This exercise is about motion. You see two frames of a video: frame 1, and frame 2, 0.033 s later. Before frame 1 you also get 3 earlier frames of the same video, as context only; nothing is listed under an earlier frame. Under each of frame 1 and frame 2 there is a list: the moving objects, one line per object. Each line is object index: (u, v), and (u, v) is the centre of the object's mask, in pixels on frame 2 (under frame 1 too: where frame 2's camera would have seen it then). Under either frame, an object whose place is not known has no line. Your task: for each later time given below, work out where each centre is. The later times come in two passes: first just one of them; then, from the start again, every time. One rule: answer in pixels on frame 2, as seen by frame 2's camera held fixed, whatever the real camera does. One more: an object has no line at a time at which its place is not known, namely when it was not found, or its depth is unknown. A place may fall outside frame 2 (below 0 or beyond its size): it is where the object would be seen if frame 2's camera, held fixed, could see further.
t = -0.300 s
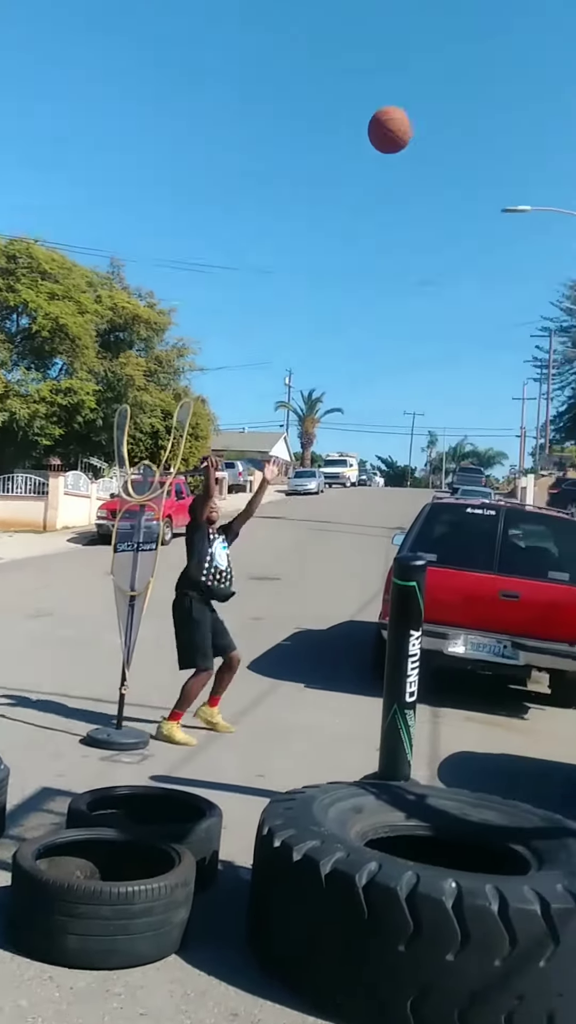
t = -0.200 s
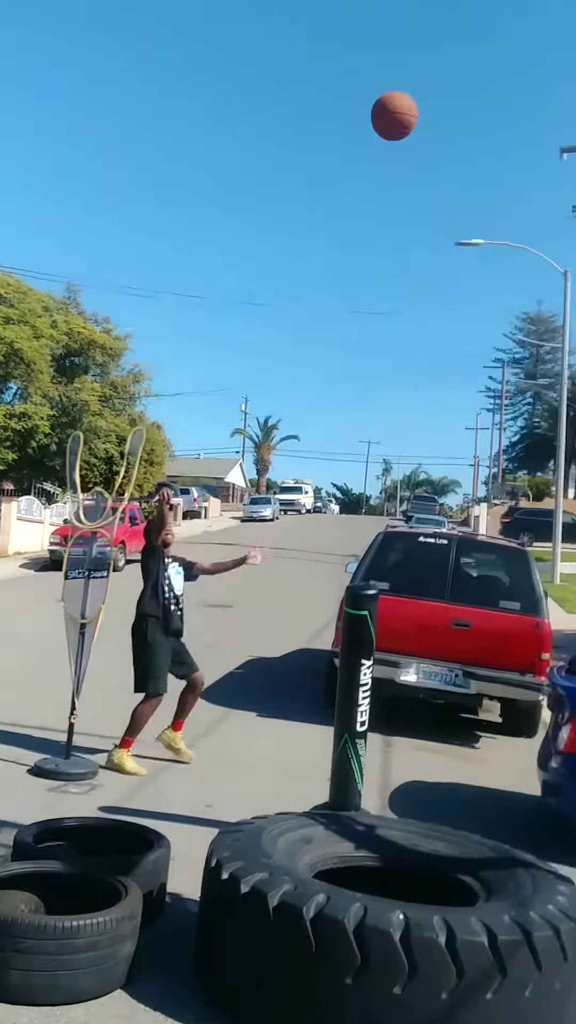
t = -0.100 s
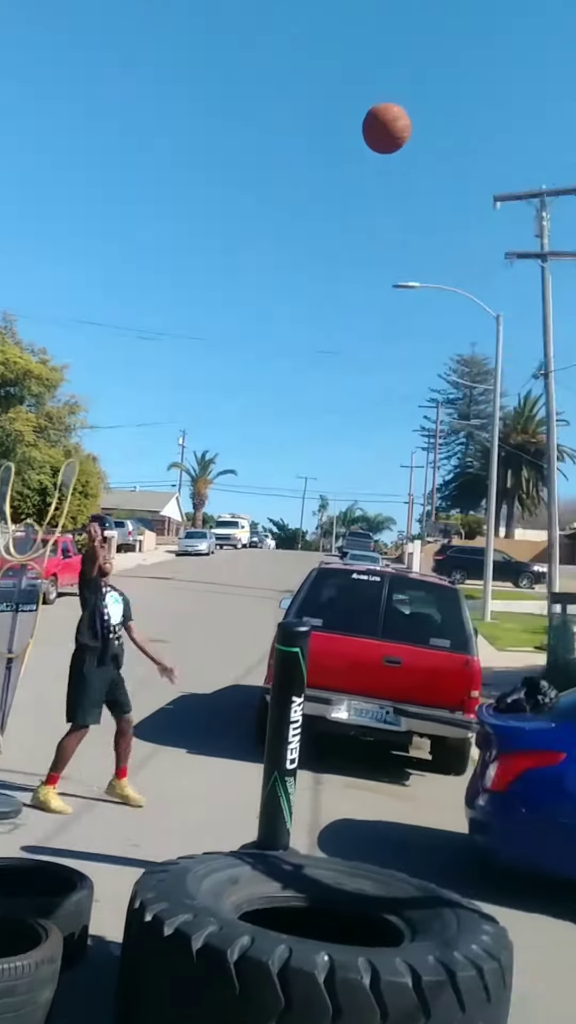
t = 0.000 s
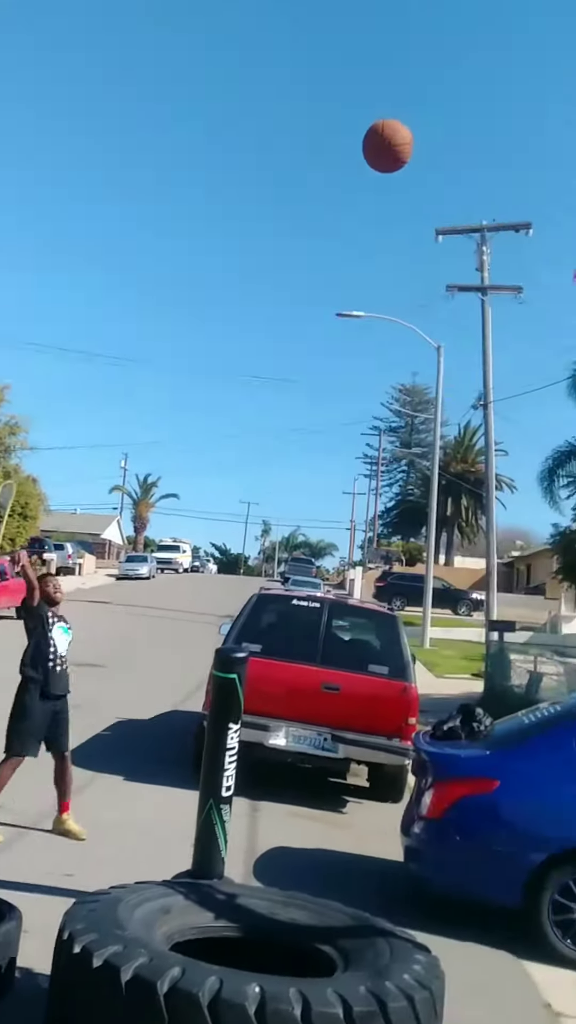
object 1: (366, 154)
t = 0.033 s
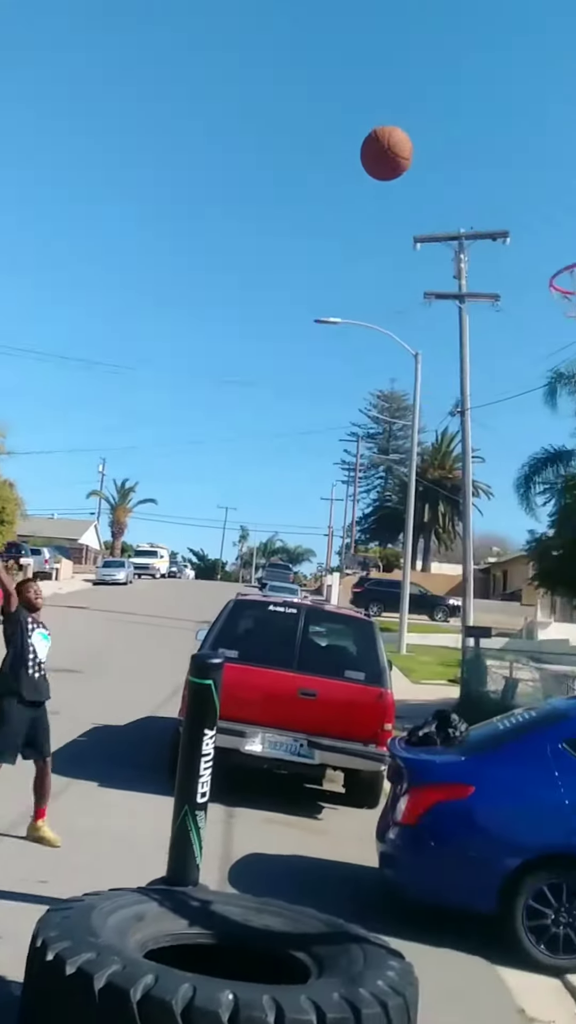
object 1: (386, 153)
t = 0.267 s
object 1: (547, 224)
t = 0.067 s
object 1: (406, 155)
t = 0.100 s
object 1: (426, 160)
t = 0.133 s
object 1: (448, 166)
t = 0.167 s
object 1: (471, 176)
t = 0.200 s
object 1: (495, 189)
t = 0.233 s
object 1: (519, 204)
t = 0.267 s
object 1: (547, 224)
